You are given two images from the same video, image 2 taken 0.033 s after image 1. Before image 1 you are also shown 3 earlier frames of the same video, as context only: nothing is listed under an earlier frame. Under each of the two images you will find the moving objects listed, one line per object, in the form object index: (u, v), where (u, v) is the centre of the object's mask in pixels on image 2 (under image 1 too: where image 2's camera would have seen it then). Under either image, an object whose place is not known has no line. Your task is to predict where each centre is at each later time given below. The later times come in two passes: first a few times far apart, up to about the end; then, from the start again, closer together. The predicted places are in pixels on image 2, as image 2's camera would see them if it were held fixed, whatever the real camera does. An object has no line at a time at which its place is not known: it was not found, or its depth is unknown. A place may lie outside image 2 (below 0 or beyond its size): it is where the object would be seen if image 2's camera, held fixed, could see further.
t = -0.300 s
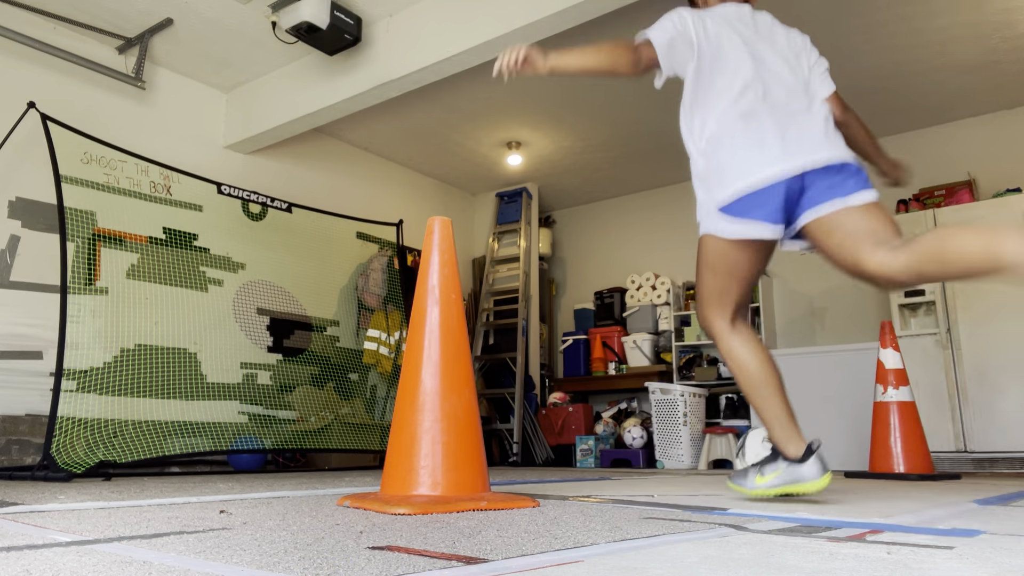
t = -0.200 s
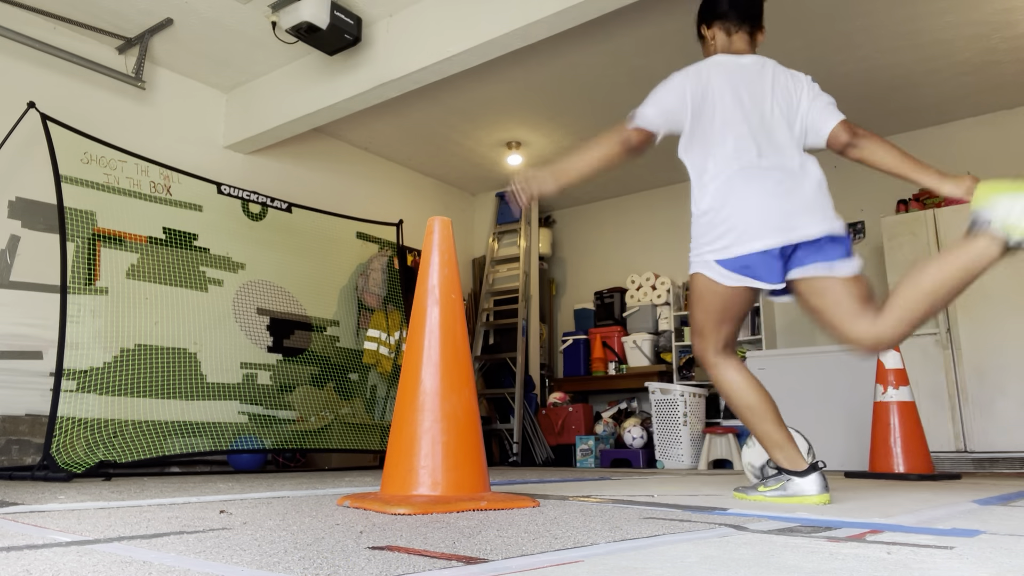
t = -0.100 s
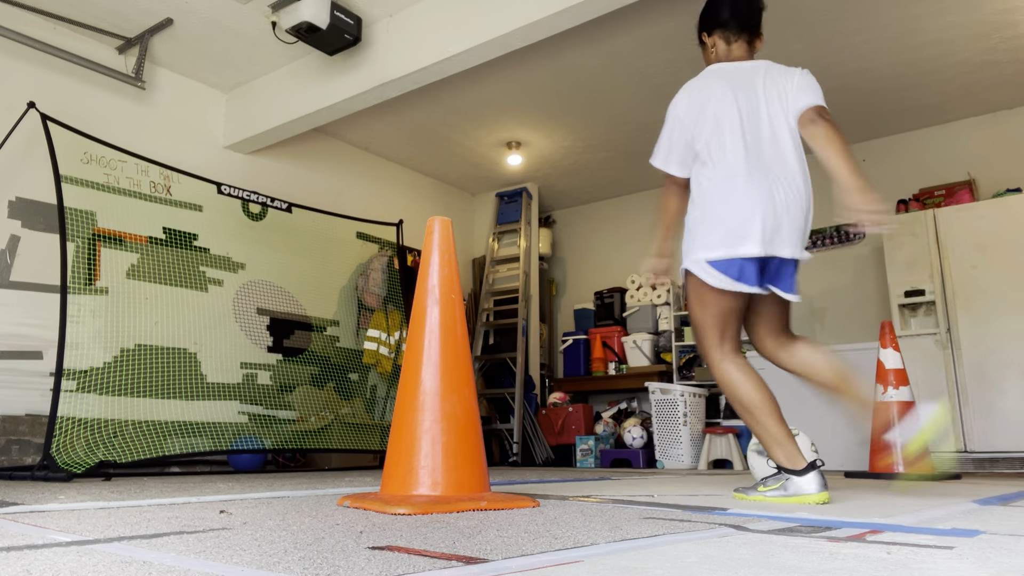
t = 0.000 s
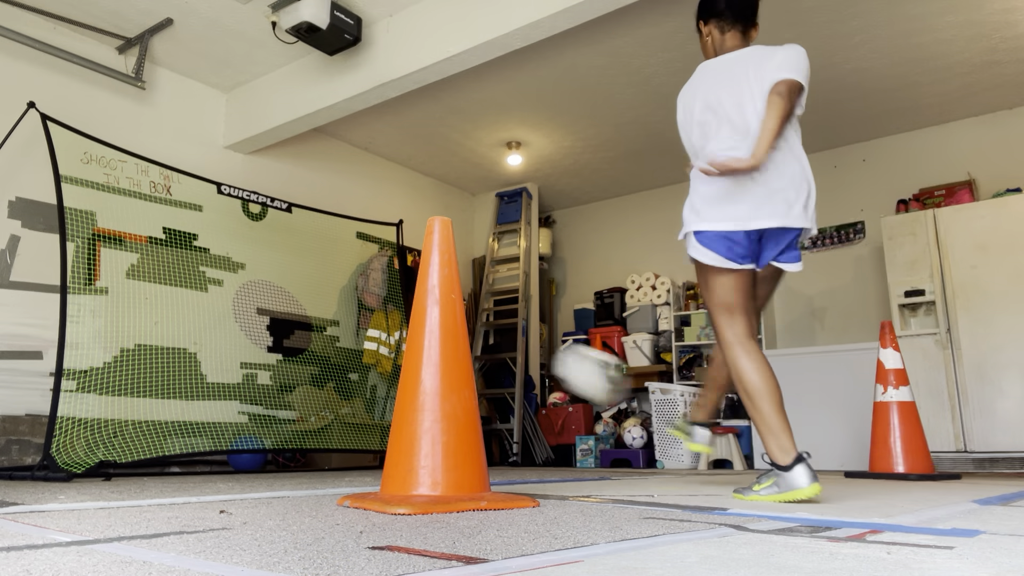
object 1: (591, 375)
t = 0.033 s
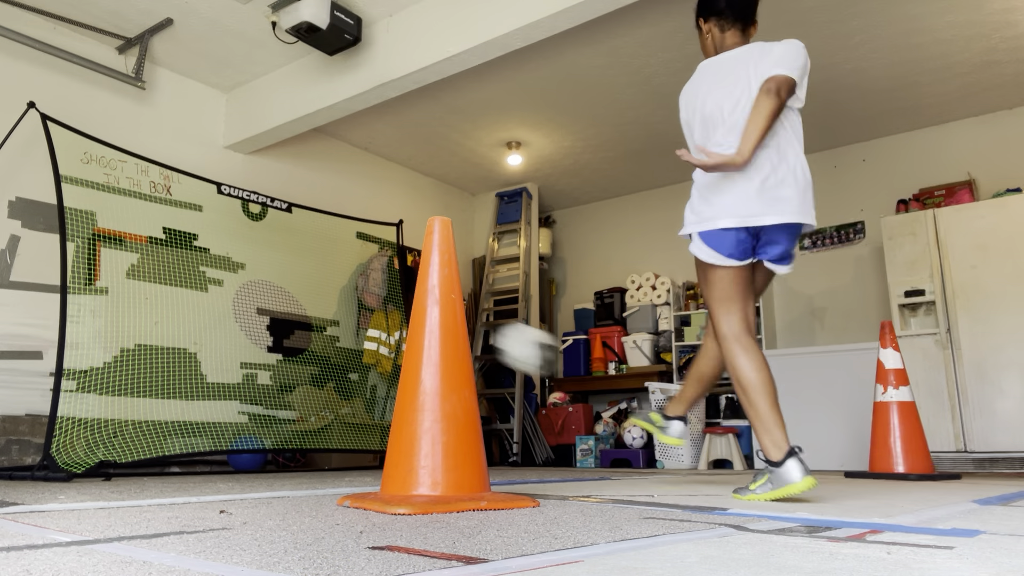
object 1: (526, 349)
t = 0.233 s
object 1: (295, 294)
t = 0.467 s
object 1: (322, 288)
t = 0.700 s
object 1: (409, 301)
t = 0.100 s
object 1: (407, 310)
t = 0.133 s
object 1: (388, 305)
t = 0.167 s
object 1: (353, 300)
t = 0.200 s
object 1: (321, 296)
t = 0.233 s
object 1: (295, 294)
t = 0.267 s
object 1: (277, 295)
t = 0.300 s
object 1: (271, 296)
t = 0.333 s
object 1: (276, 300)
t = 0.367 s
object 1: (286, 299)
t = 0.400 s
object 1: (297, 297)
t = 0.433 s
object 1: (309, 292)
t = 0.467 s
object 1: (322, 288)
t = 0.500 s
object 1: (335, 285)
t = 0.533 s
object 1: (349, 282)
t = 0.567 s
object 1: (364, 284)
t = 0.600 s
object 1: (378, 286)
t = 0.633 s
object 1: (394, 291)
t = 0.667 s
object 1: (402, 296)
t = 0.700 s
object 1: (409, 301)
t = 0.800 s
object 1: (481, 344)
